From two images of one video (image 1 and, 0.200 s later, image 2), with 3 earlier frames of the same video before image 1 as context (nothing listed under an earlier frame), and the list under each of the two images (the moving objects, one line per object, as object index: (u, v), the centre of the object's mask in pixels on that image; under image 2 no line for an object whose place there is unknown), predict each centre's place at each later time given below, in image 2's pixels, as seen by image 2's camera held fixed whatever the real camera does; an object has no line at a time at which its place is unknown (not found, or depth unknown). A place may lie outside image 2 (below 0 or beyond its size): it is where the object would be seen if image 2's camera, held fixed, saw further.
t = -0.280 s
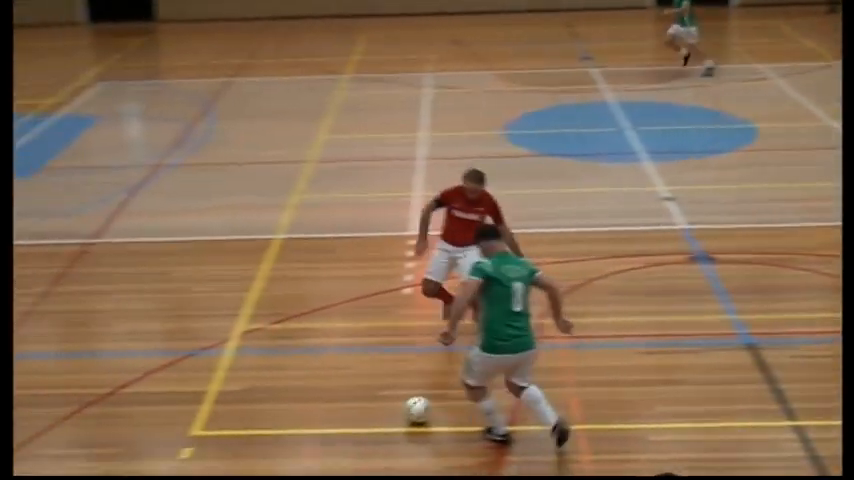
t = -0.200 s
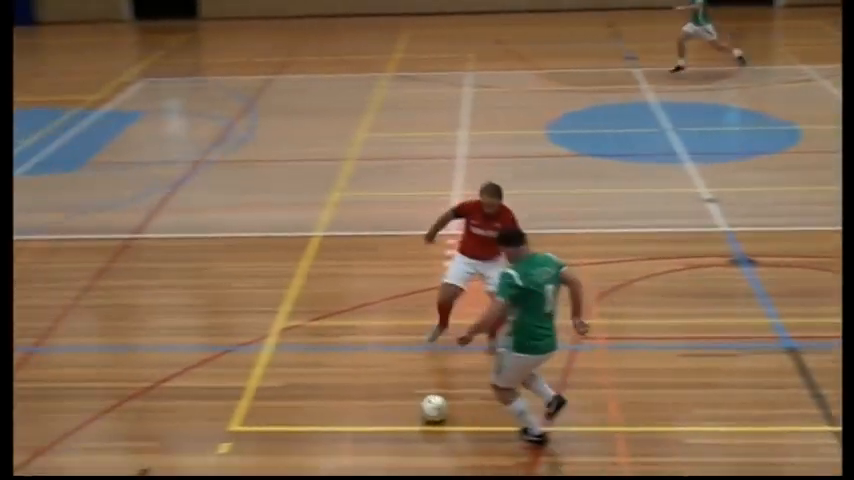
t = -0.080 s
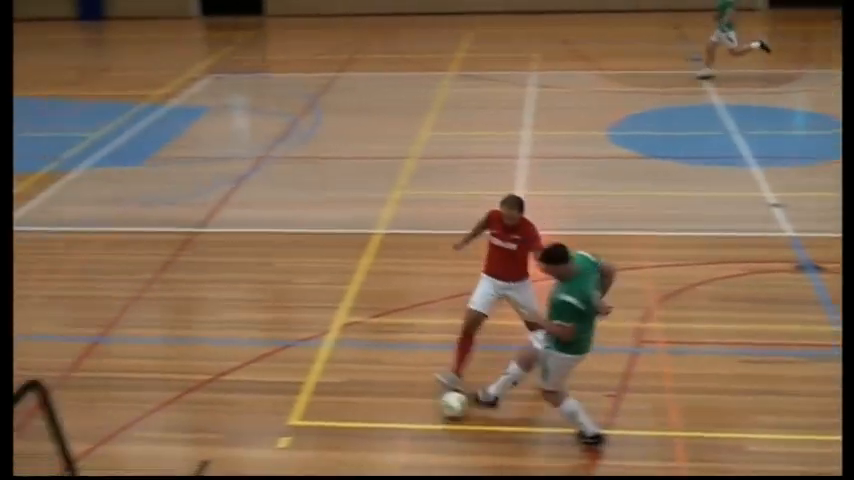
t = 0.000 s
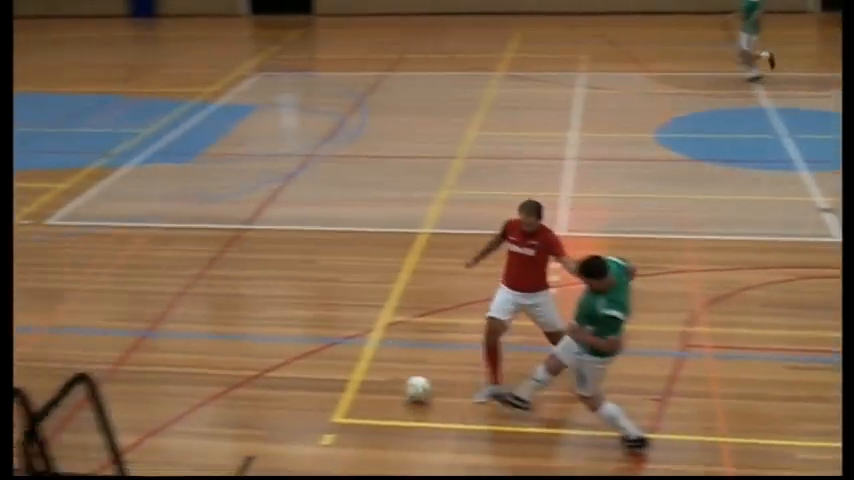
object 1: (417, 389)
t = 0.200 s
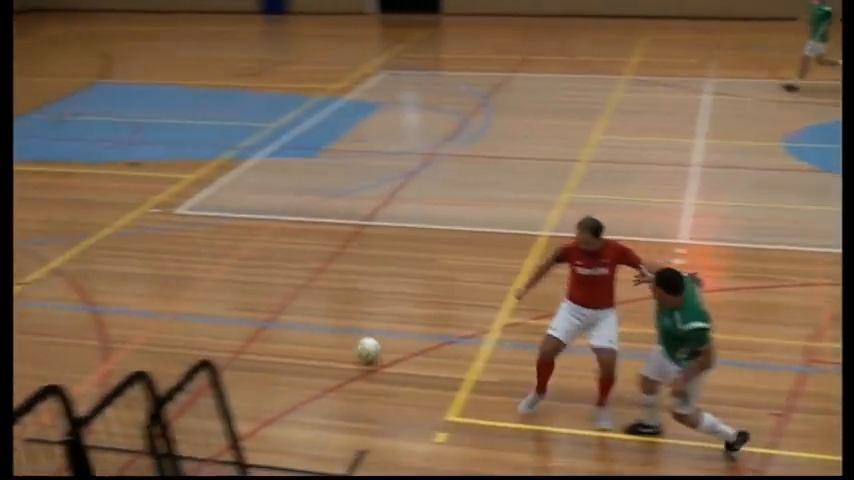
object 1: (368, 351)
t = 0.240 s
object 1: (338, 345)
